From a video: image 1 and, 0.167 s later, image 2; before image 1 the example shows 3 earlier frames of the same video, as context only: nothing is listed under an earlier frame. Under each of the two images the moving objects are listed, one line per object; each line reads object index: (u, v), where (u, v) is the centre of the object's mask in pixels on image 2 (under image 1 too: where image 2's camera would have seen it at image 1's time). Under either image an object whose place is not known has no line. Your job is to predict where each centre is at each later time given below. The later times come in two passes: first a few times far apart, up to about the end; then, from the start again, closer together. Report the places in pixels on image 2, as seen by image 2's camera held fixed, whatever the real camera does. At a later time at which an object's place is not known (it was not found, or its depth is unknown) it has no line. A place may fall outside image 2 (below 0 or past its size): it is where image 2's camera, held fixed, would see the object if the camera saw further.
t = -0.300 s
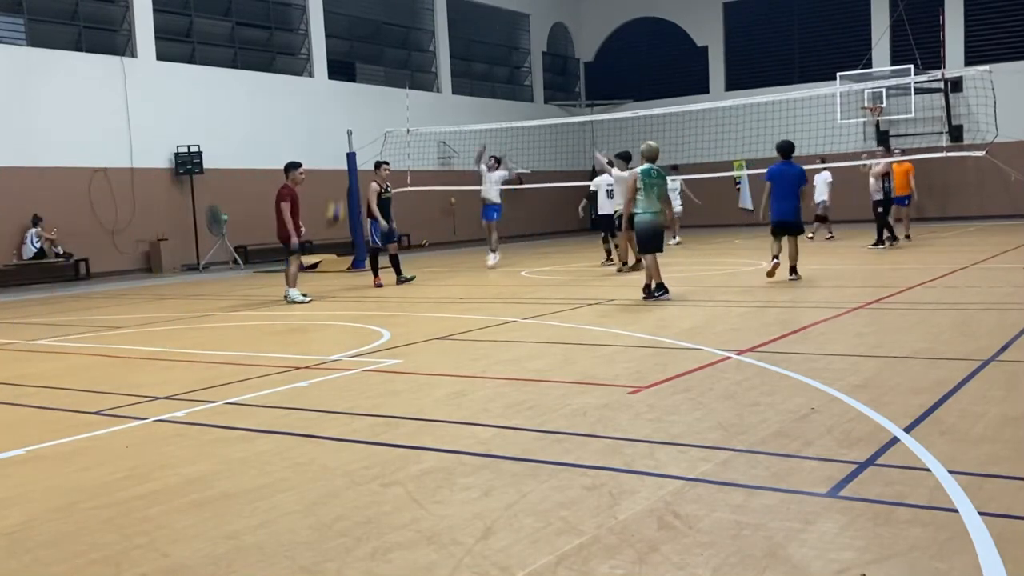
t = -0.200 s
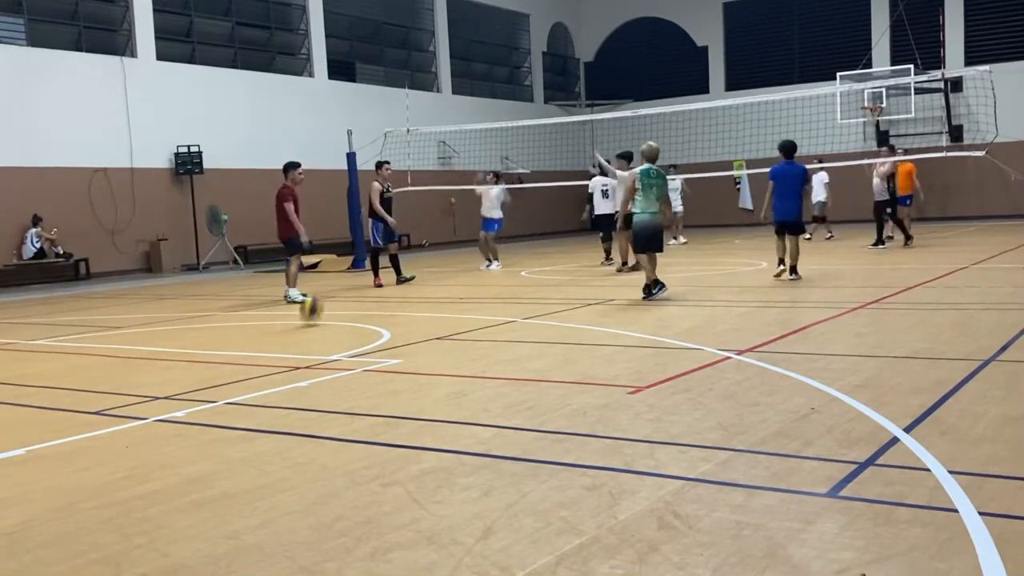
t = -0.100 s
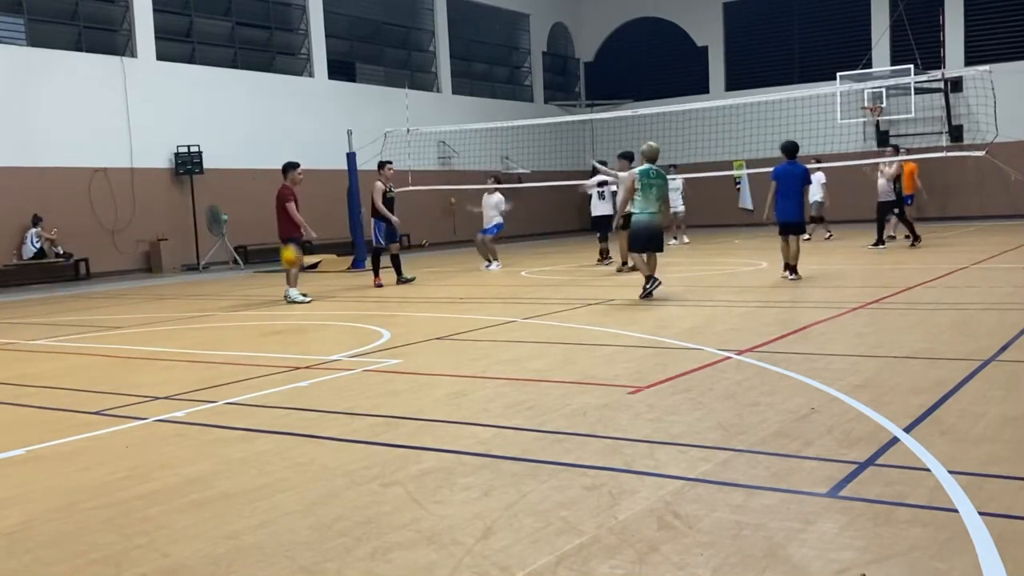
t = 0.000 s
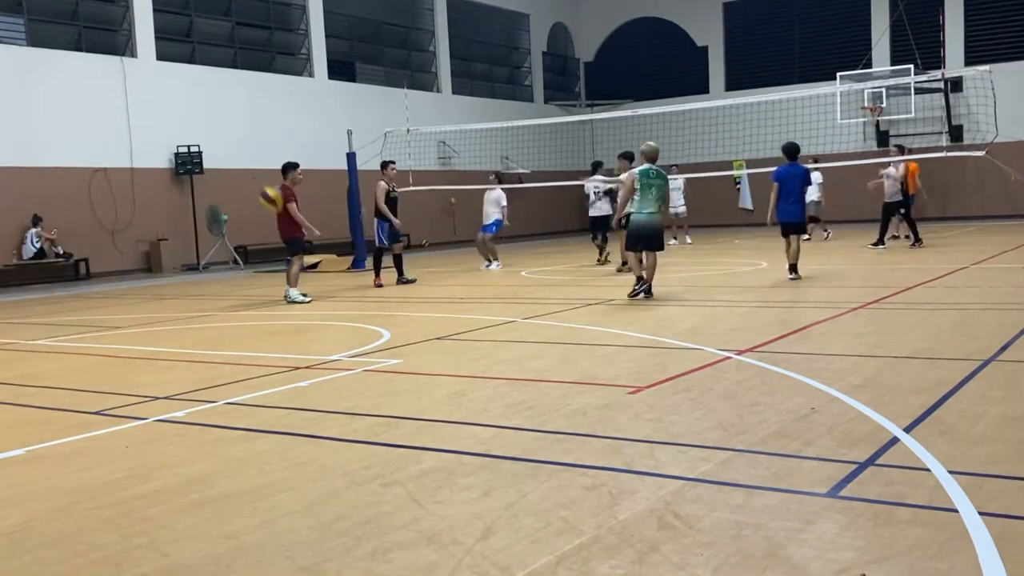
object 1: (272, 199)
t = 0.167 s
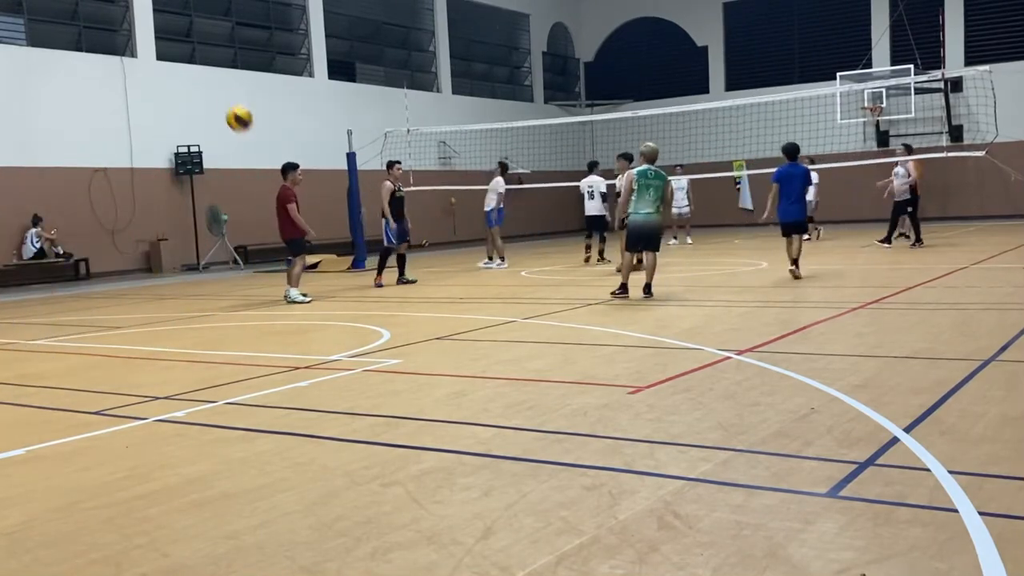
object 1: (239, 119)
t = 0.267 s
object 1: (219, 84)
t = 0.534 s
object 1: (167, 47)
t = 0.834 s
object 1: (112, 114)
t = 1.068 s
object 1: (74, 258)
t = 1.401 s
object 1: (3, 240)
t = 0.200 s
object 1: (232, 106)
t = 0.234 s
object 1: (226, 94)
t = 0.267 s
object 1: (219, 84)
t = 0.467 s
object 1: (181, 48)
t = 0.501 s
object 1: (174, 47)
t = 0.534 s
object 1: (167, 47)
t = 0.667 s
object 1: (143, 62)
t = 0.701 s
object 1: (137, 68)
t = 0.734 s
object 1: (131, 78)
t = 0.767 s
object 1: (124, 88)
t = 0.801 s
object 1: (118, 100)
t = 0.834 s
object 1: (112, 114)
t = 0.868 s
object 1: (107, 129)
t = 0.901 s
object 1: (101, 147)
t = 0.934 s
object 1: (95, 165)
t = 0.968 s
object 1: (91, 185)
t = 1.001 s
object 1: (85, 205)
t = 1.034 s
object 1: (81, 229)
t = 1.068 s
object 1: (74, 258)
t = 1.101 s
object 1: (70, 281)
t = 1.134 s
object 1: (65, 311)
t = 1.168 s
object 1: (60, 342)
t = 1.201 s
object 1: (53, 358)
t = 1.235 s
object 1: (42, 336)
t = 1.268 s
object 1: (32, 316)
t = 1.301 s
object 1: (22, 292)
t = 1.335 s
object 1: (13, 273)
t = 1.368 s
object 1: (9, 257)
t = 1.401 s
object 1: (3, 240)
